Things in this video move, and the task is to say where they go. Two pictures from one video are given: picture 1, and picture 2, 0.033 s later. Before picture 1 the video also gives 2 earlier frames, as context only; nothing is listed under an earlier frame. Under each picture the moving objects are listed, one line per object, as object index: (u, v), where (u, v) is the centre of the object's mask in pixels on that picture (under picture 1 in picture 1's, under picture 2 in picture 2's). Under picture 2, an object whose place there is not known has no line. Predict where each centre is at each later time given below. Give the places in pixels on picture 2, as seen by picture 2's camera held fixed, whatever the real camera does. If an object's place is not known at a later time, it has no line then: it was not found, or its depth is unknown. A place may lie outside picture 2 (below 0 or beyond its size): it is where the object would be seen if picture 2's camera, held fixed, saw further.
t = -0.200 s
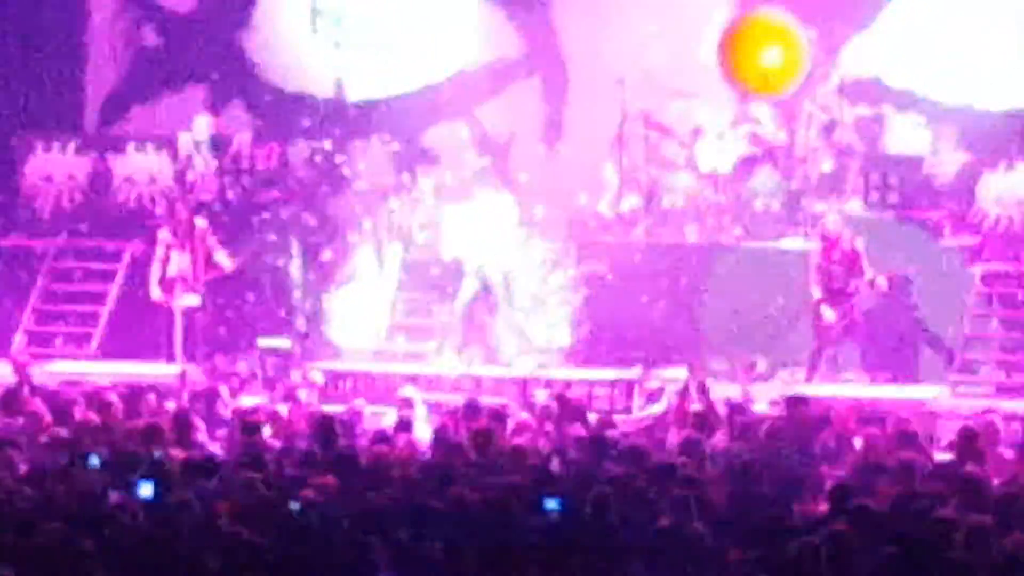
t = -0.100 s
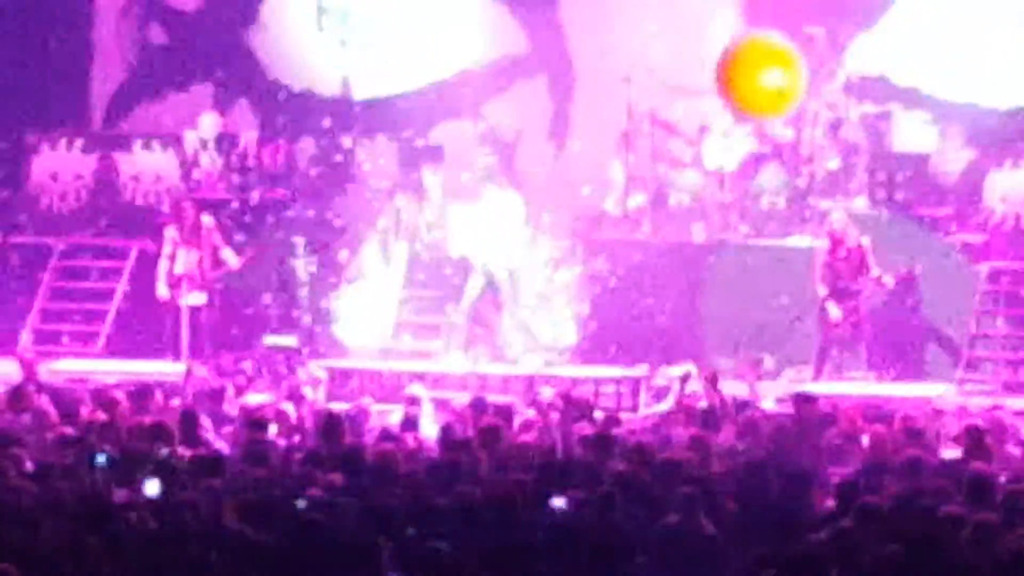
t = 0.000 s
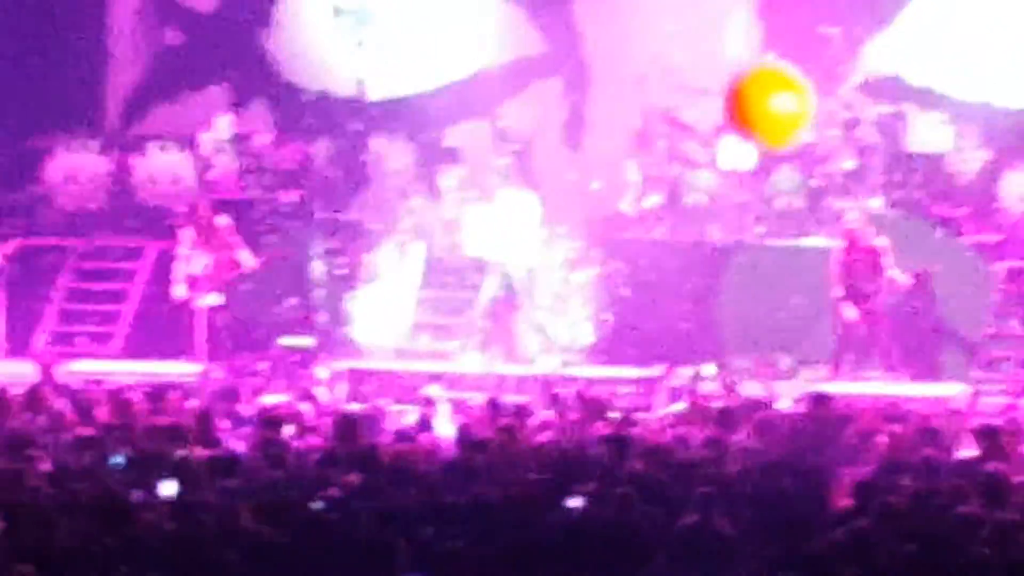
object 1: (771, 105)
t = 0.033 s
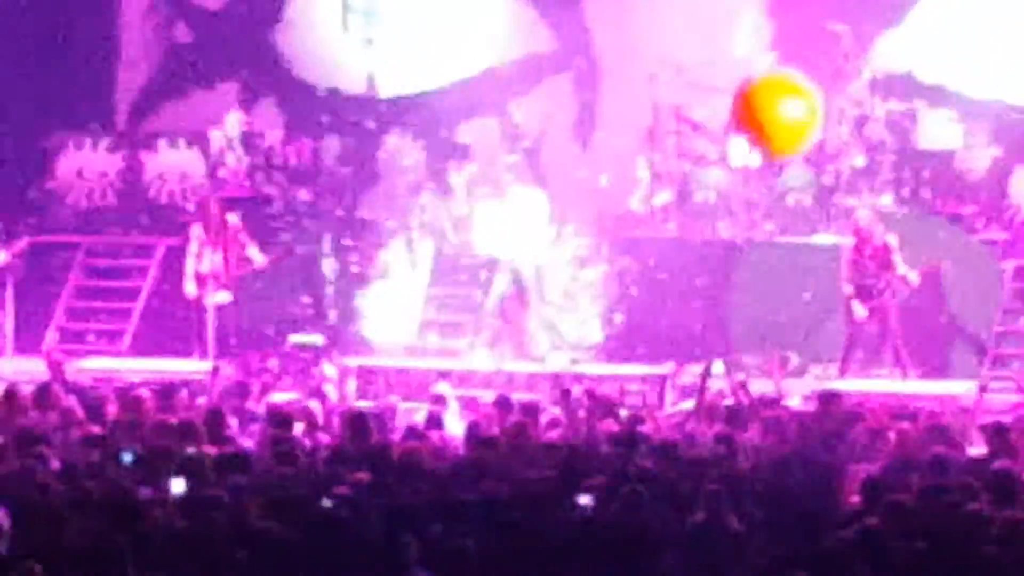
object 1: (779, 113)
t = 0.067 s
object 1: (776, 123)
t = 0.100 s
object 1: (773, 135)
